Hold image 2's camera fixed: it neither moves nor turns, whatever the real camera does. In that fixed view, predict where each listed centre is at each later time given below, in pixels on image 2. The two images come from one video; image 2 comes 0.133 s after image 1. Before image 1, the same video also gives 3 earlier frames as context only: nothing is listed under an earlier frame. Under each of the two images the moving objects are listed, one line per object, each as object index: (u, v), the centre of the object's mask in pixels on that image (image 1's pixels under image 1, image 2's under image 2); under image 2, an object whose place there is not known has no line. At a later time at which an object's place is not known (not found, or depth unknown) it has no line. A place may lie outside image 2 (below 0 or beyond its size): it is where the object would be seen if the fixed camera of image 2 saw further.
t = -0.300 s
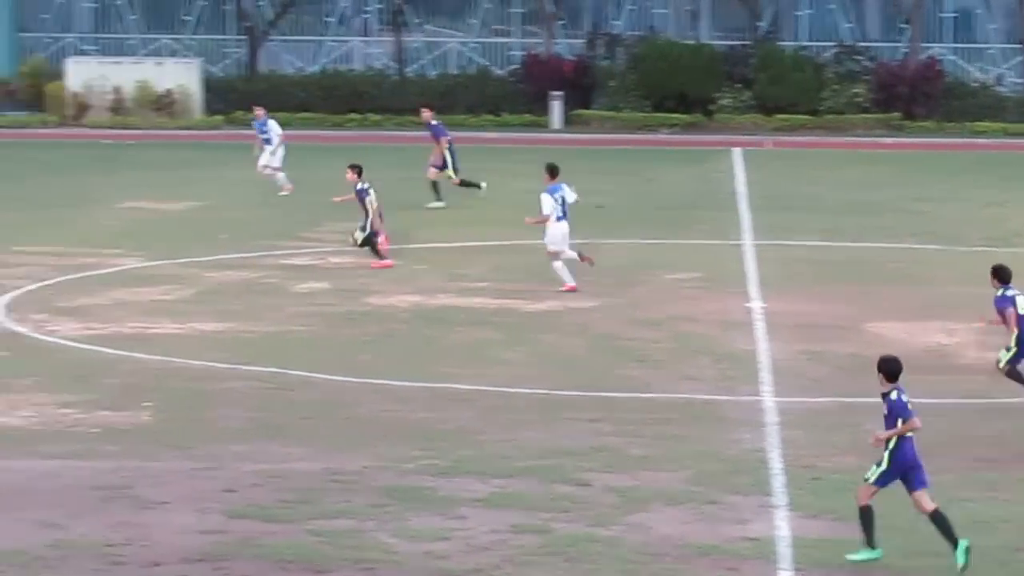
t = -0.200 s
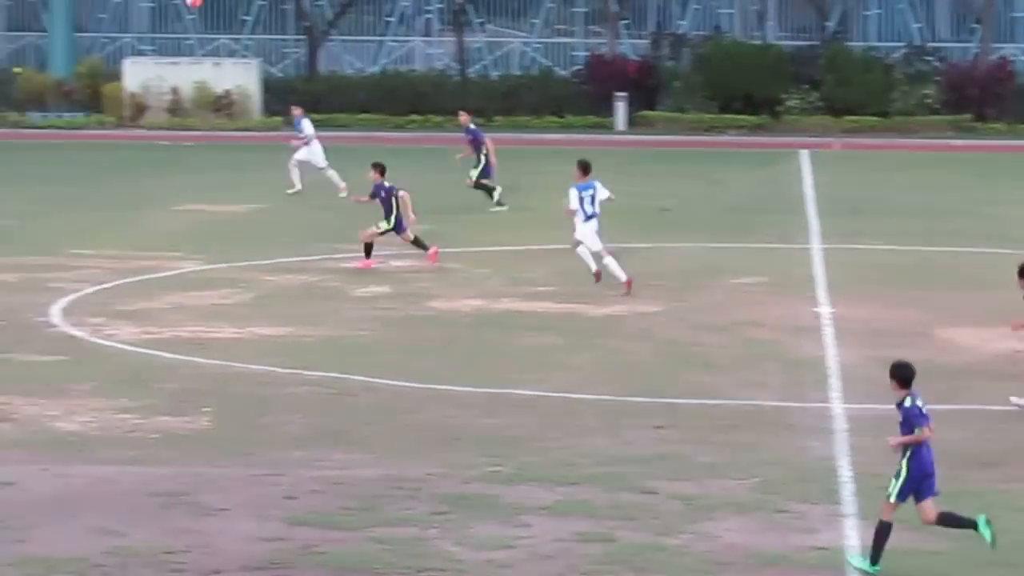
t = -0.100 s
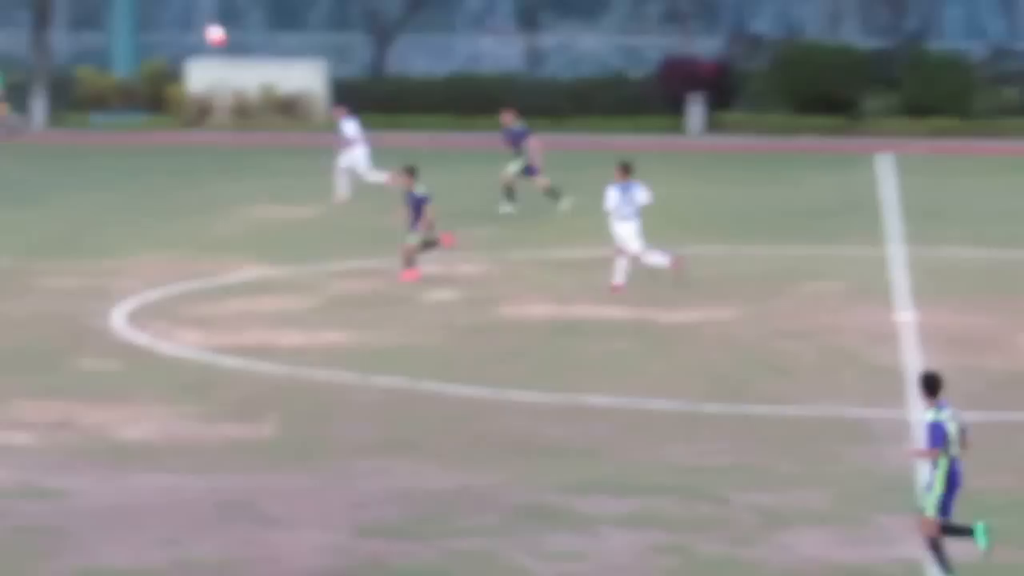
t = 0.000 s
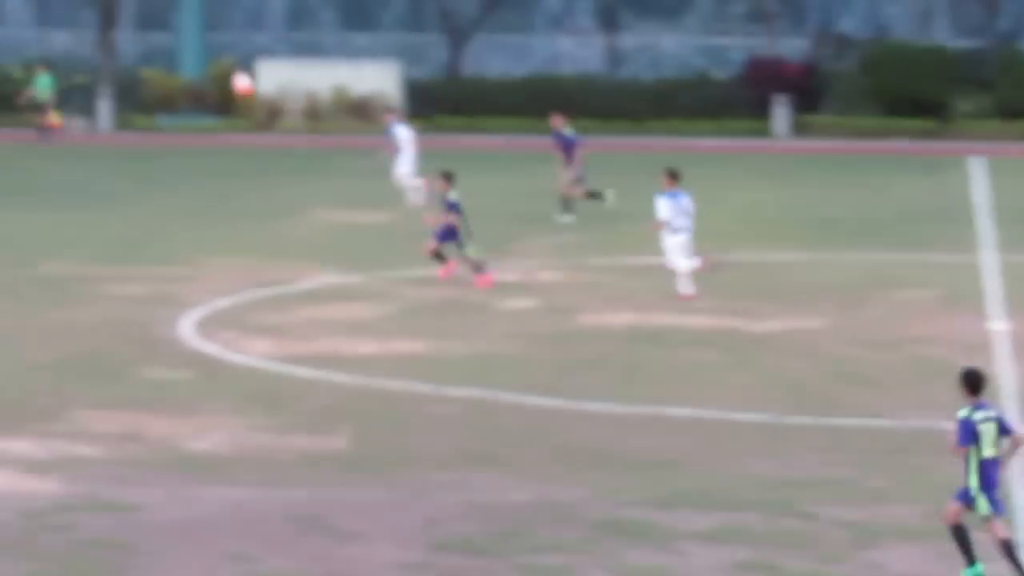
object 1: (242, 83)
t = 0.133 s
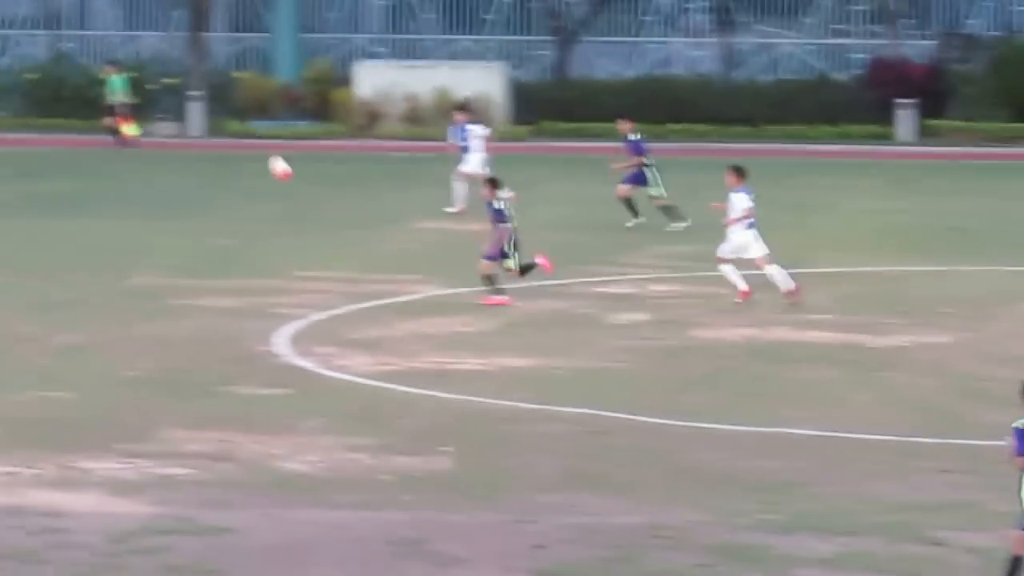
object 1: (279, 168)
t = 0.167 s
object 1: (262, 190)
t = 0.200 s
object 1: (246, 215)
